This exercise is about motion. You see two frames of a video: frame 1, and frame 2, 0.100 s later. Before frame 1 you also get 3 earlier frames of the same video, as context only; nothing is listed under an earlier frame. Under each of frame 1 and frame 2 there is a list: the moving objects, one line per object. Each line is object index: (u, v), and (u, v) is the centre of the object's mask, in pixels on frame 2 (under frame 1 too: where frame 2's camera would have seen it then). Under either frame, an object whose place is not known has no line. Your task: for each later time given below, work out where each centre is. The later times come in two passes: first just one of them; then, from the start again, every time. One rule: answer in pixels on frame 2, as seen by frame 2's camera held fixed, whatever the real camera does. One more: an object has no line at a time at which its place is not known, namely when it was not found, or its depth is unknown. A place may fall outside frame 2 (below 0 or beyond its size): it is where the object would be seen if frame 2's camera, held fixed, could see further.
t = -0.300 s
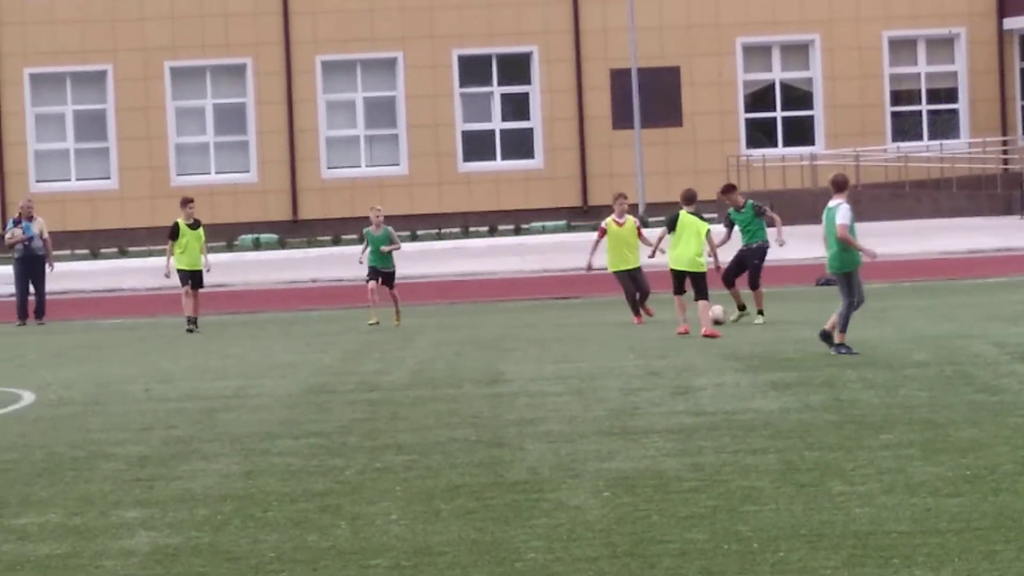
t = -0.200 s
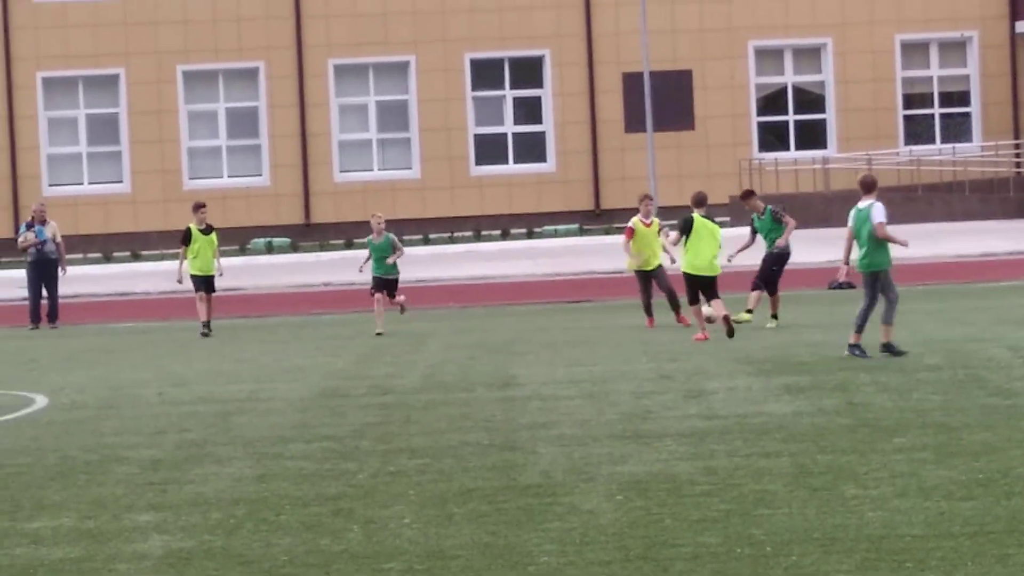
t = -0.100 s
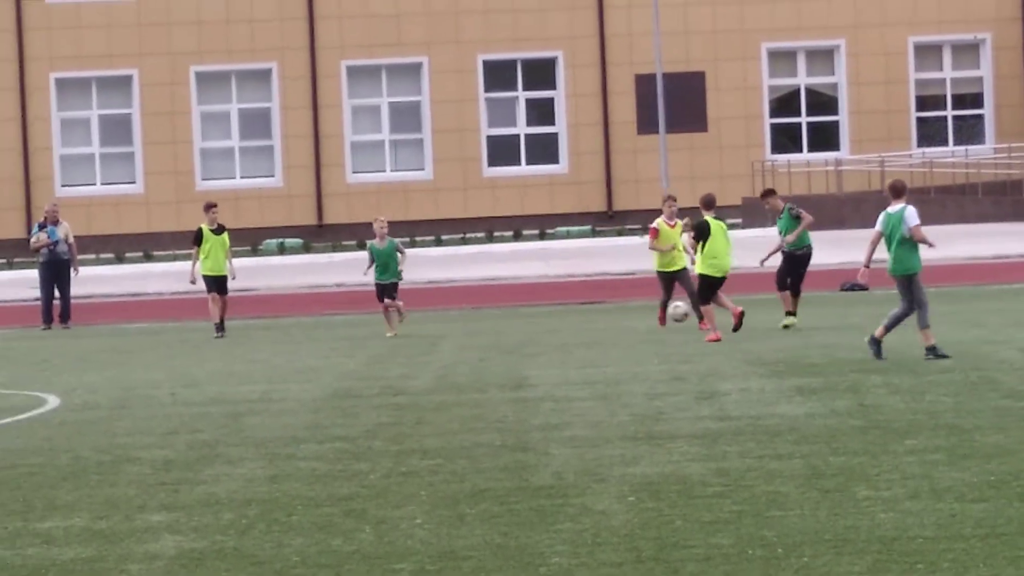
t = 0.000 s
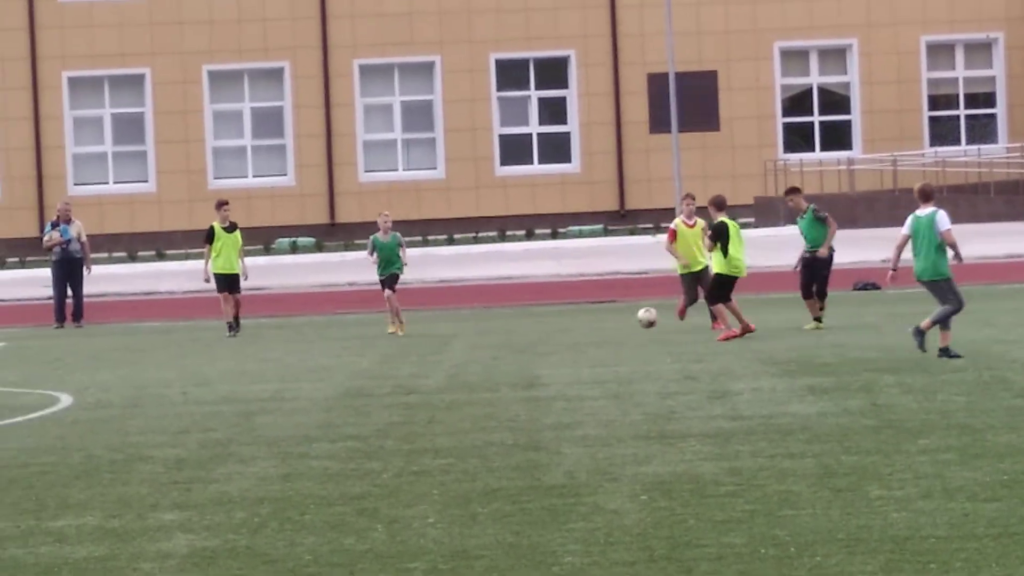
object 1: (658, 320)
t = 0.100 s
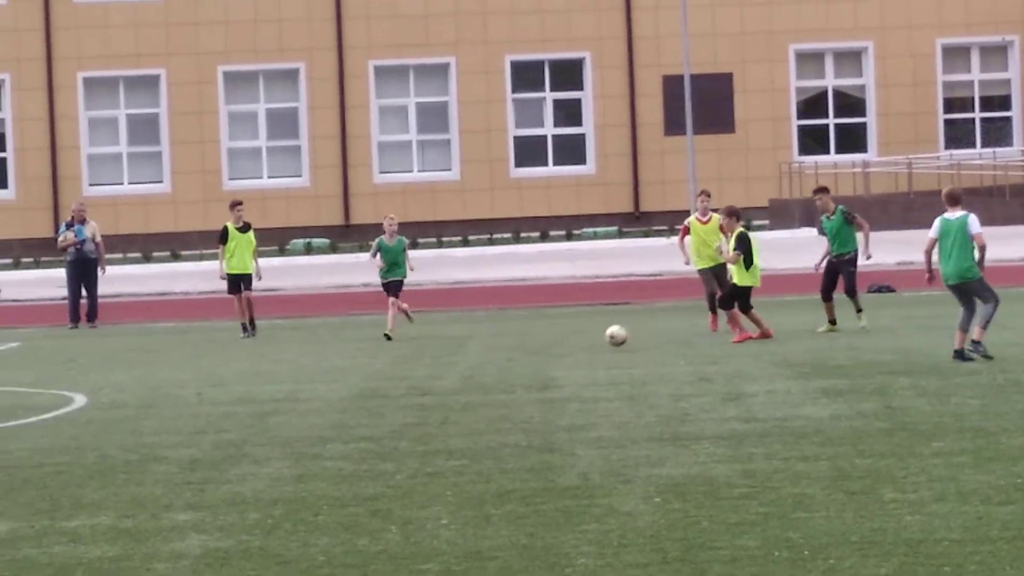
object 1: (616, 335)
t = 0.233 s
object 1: (569, 340)
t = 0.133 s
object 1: (601, 345)
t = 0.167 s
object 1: (590, 343)
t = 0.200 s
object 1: (580, 341)
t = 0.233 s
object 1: (569, 340)
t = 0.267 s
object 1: (558, 342)
